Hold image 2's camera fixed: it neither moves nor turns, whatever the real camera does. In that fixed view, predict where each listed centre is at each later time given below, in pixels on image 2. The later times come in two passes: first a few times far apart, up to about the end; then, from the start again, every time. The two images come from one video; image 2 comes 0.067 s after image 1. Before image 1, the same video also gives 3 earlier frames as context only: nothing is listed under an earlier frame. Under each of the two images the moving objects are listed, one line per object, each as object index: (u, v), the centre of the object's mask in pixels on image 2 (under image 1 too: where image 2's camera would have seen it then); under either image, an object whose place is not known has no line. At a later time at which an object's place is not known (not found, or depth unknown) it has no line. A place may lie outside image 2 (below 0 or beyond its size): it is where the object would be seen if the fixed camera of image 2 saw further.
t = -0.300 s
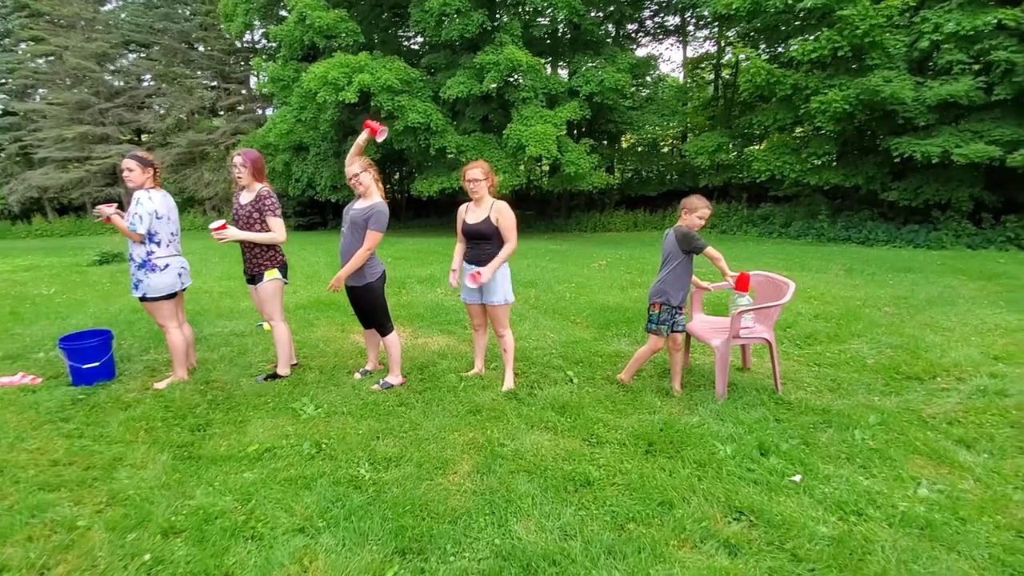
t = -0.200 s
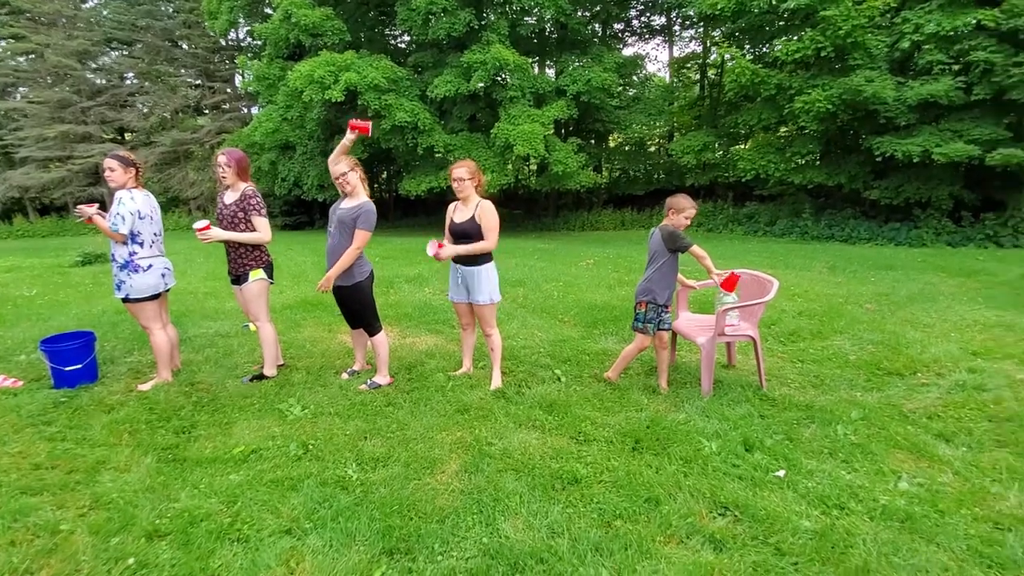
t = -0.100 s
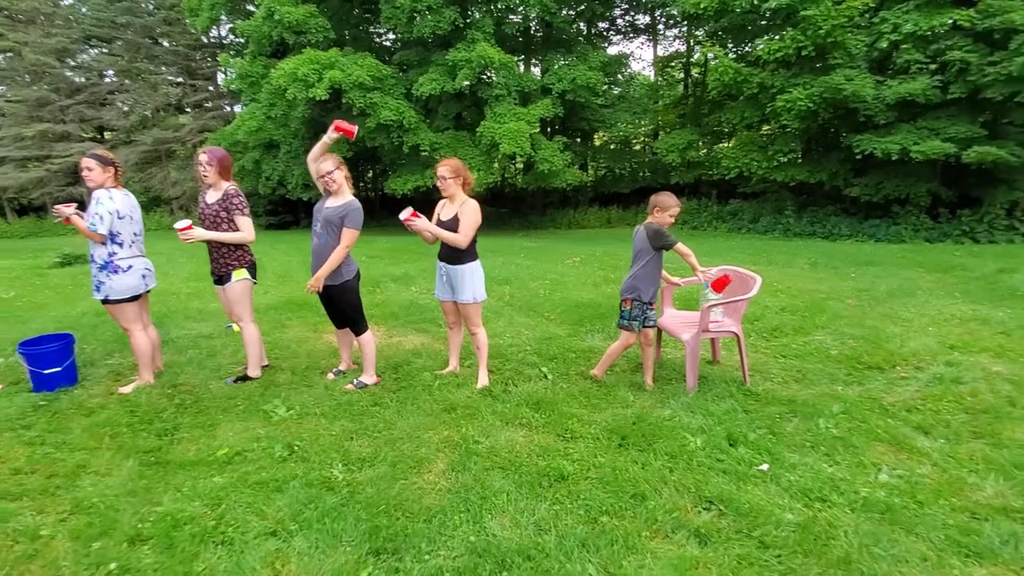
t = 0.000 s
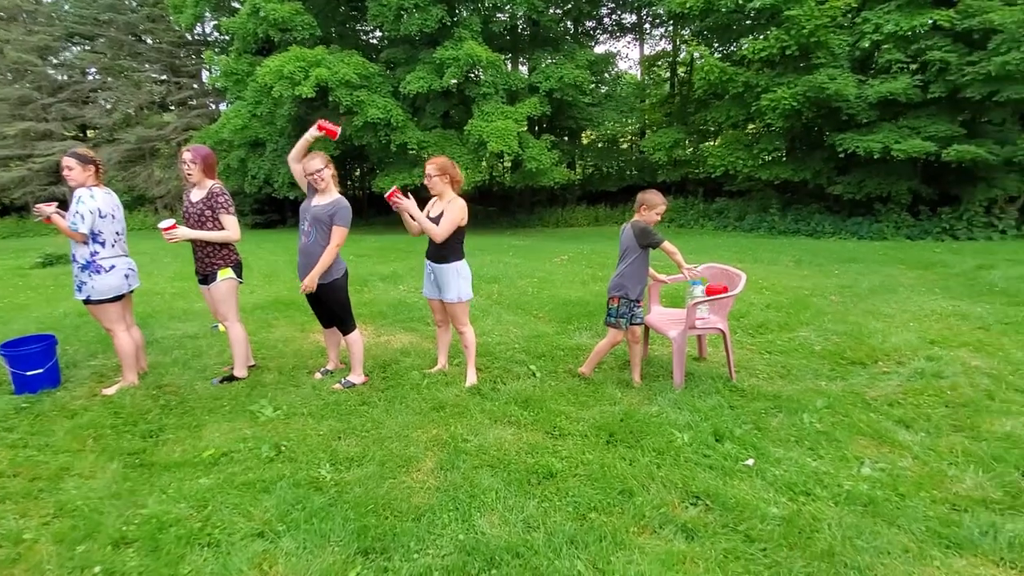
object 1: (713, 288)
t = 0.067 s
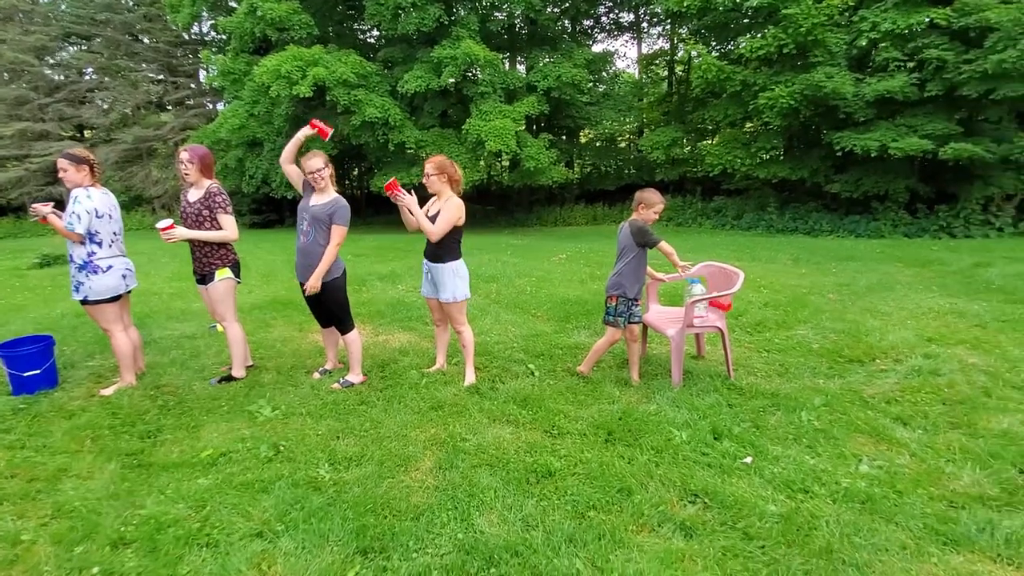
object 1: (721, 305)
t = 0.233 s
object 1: (751, 333)
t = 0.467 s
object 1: (800, 384)
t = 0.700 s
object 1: (829, 386)
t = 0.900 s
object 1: (830, 386)
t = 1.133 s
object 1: (825, 386)
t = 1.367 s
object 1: (818, 388)
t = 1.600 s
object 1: (817, 388)
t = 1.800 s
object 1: (817, 388)
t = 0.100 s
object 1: (723, 312)
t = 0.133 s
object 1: (725, 322)
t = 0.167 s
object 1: (734, 325)
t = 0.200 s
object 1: (742, 328)
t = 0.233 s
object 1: (751, 333)
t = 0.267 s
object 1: (760, 339)
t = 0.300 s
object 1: (768, 347)
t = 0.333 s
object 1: (776, 356)
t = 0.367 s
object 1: (784, 367)
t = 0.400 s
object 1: (791, 378)
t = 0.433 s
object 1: (796, 386)
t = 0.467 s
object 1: (800, 384)
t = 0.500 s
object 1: (806, 383)
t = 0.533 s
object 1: (811, 383)
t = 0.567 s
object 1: (816, 385)
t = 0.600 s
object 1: (821, 387)
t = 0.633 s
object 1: (825, 387)
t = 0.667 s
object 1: (827, 387)
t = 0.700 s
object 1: (829, 386)
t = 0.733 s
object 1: (830, 386)
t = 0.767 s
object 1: (830, 386)
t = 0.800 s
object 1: (831, 386)
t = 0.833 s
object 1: (831, 386)
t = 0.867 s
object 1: (831, 386)
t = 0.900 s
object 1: (830, 386)
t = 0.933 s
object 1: (830, 386)
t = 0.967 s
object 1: (829, 386)
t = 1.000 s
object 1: (829, 386)
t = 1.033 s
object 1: (828, 386)
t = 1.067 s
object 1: (827, 386)
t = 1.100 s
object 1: (826, 386)
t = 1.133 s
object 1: (825, 386)
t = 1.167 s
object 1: (824, 386)
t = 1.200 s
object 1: (823, 386)
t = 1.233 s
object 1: (821, 386)
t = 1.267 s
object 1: (820, 386)
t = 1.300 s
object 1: (820, 387)
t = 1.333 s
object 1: (819, 388)
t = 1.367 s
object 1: (818, 388)
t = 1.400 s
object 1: (817, 388)
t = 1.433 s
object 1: (817, 387)
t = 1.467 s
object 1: (817, 388)
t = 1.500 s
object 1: (817, 388)
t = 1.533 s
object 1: (817, 388)
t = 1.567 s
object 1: (817, 388)
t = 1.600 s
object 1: (817, 388)
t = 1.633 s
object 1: (817, 388)
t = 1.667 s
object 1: (817, 388)
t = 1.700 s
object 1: (817, 388)
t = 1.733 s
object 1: (817, 388)
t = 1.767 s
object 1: (817, 388)
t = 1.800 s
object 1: (817, 388)
